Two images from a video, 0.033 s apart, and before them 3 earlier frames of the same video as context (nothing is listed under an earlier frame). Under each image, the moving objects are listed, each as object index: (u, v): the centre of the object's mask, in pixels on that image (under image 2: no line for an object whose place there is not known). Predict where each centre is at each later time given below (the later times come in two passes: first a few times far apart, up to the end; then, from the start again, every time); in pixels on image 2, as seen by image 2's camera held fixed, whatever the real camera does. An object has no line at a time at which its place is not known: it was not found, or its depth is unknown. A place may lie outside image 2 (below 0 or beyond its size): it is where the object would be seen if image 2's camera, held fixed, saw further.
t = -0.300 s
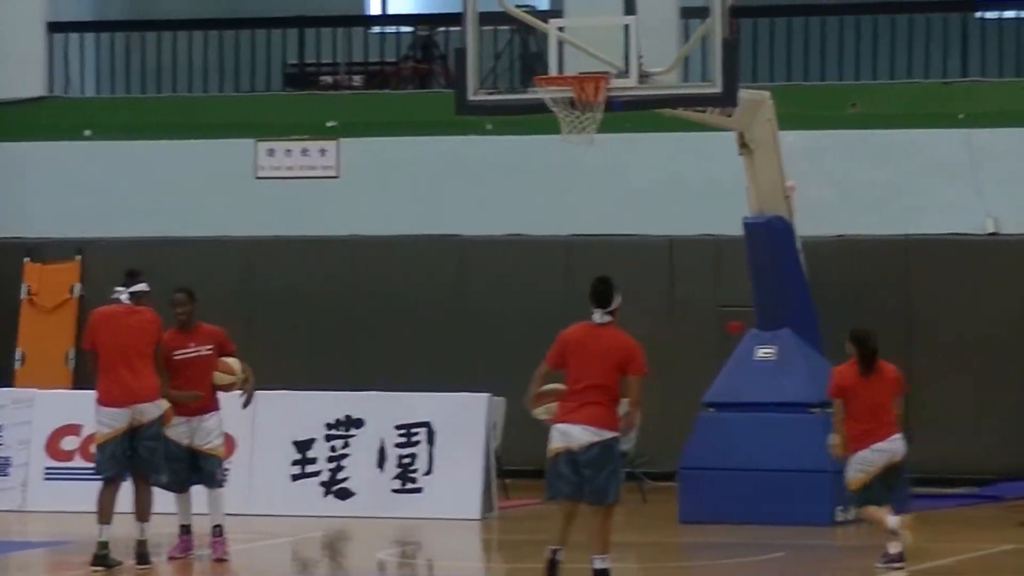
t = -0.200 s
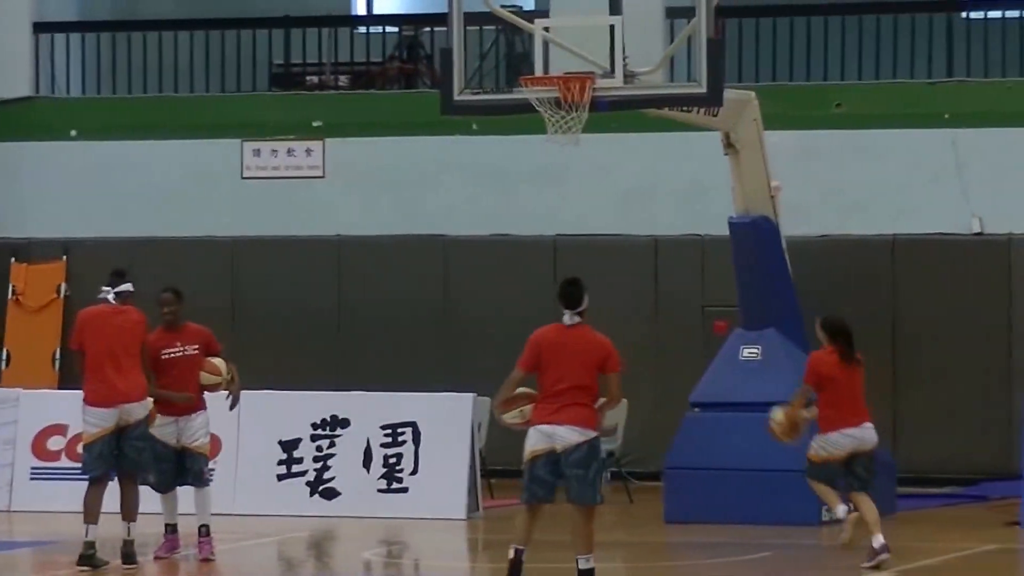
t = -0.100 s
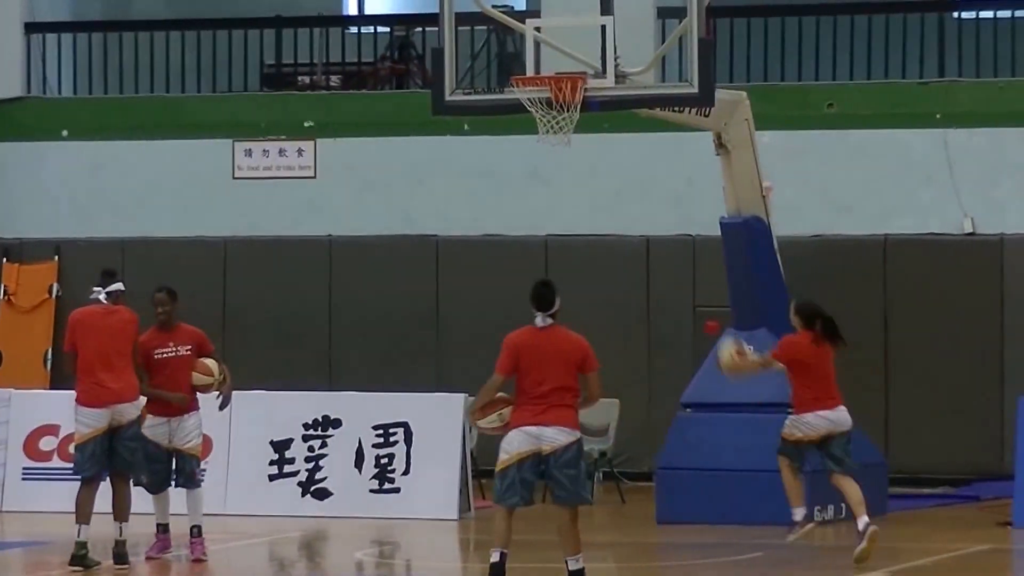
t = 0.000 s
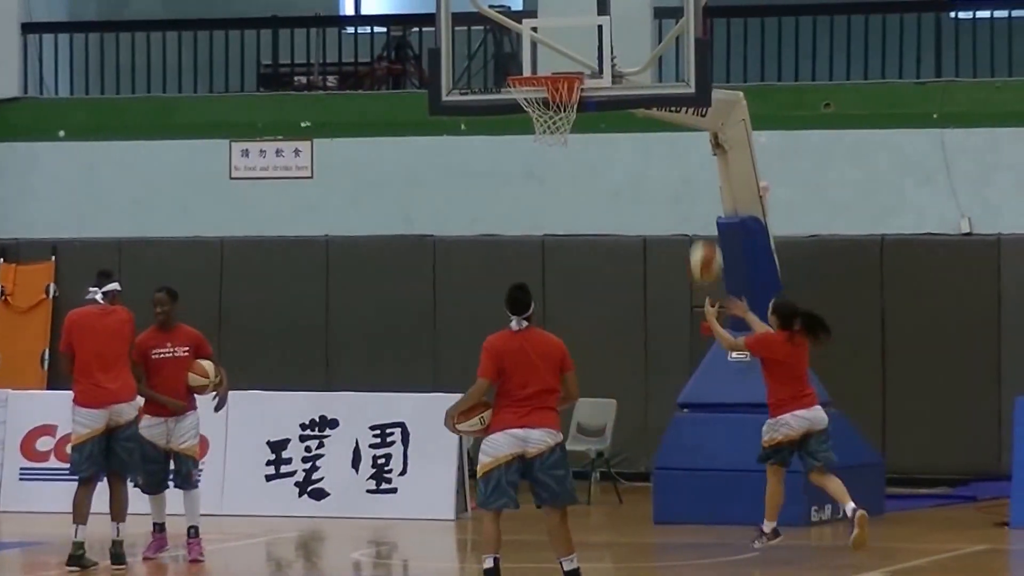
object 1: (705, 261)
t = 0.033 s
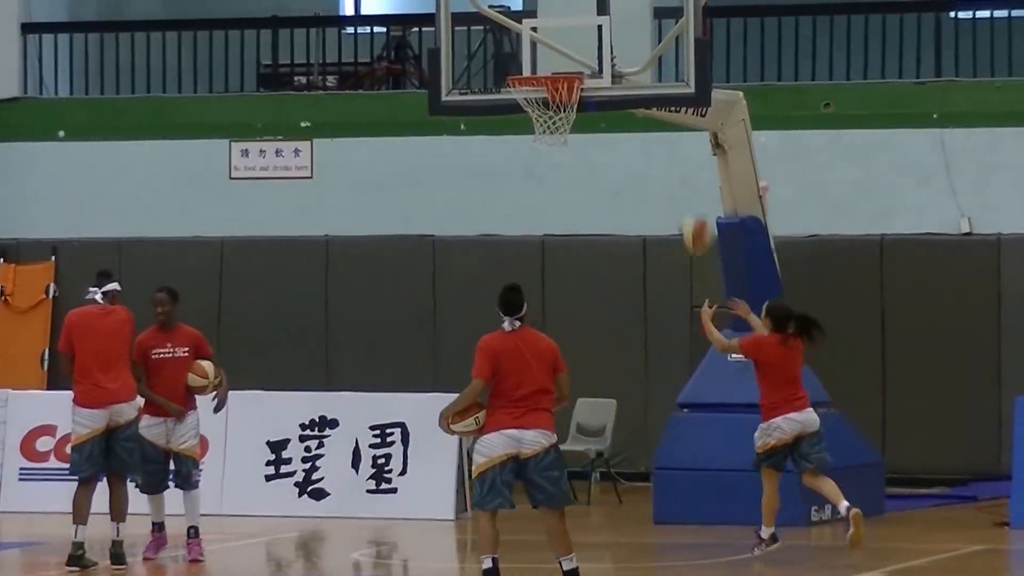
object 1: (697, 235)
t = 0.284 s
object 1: (643, 77)
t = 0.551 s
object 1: (583, 22)
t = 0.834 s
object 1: (538, 67)
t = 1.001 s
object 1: (572, 110)
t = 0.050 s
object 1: (692, 219)
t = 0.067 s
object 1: (689, 208)
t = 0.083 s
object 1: (685, 195)
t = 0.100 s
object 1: (682, 183)
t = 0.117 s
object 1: (678, 171)
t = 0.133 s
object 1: (675, 160)
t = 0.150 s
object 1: (671, 148)
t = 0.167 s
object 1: (667, 137)
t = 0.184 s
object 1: (663, 127)
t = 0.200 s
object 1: (660, 117)
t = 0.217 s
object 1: (656, 110)
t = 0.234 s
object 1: (653, 101)
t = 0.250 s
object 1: (650, 92)
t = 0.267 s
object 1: (646, 86)
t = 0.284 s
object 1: (643, 77)
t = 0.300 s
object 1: (639, 70)
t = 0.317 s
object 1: (635, 64)
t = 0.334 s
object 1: (632, 58)
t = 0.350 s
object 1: (628, 51)
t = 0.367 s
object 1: (625, 47)
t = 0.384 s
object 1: (620, 42)
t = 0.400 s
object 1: (618, 38)
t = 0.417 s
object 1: (613, 34)
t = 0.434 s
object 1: (609, 30)
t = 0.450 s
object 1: (606, 28)
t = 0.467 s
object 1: (602, 26)
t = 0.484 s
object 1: (598, 24)
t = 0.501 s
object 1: (594, 23)
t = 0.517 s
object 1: (590, 22)
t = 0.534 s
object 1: (586, 22)
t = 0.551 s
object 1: (583, 22)
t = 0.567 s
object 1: (579, 22)
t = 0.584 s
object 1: (576, 23)
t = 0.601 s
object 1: (572, 25)
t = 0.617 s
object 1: (568, 26)
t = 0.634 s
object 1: (565, 29)
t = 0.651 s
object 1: (561, 32)
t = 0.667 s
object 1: (557, 35)
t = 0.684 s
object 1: (553, 38)
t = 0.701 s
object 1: (549, 42)
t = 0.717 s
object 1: (545, 45)
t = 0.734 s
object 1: (541, 50)
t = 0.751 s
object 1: (538, 55)
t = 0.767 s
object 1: (534, 58)
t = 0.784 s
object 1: (530, 62)
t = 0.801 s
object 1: (529, 65)
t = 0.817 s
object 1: (533, 66)
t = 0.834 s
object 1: (538, 67)
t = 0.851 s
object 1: (546, 82)
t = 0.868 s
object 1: (549, 85)
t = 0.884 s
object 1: (552, 93)
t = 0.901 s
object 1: (557, 94)
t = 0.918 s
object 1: (562, 97)
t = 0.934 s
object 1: (565, 100)
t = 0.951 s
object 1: (569, 104)
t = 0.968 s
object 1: (571, 107)
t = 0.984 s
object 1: (573, 109)
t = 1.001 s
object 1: (572, 110)
